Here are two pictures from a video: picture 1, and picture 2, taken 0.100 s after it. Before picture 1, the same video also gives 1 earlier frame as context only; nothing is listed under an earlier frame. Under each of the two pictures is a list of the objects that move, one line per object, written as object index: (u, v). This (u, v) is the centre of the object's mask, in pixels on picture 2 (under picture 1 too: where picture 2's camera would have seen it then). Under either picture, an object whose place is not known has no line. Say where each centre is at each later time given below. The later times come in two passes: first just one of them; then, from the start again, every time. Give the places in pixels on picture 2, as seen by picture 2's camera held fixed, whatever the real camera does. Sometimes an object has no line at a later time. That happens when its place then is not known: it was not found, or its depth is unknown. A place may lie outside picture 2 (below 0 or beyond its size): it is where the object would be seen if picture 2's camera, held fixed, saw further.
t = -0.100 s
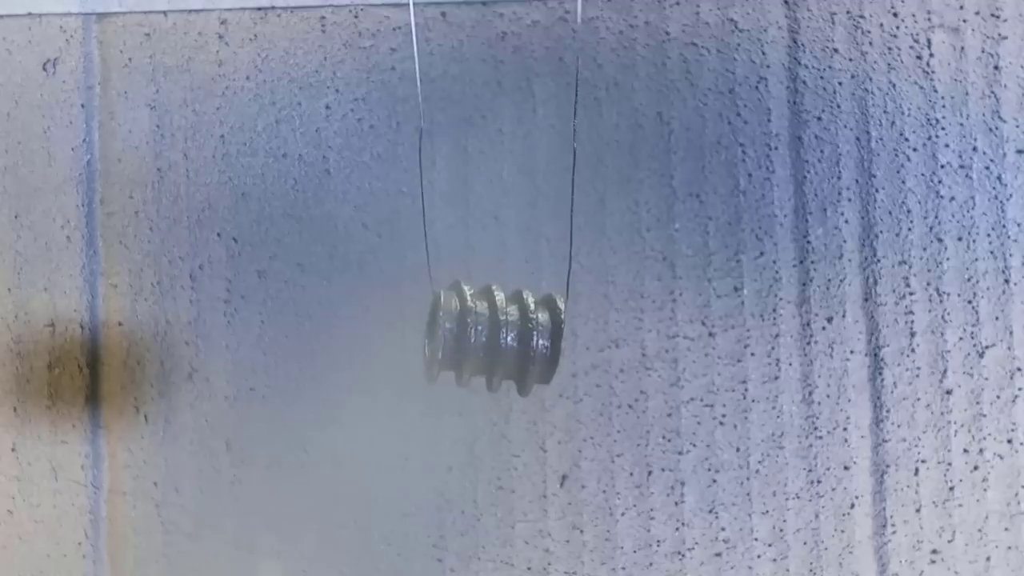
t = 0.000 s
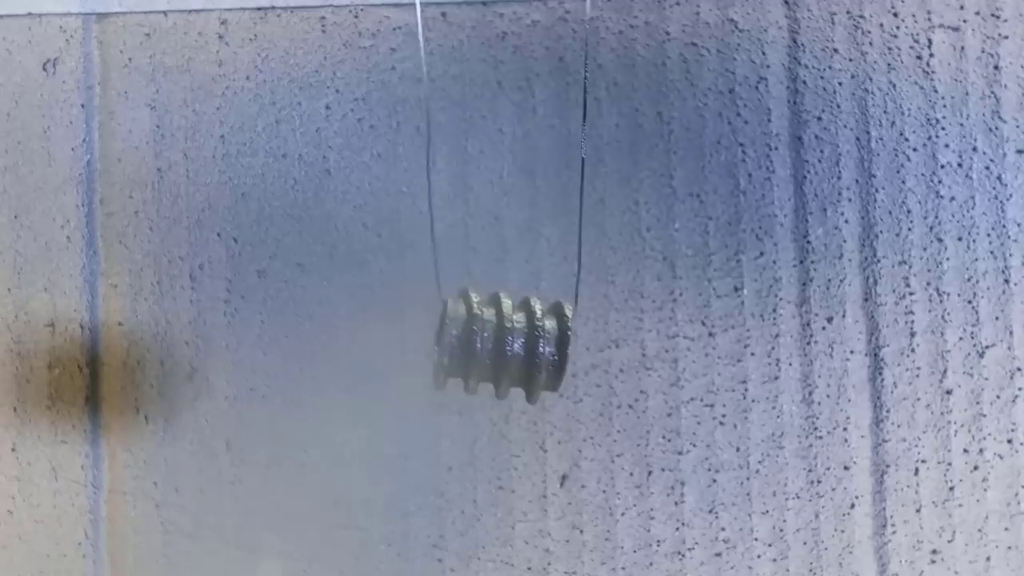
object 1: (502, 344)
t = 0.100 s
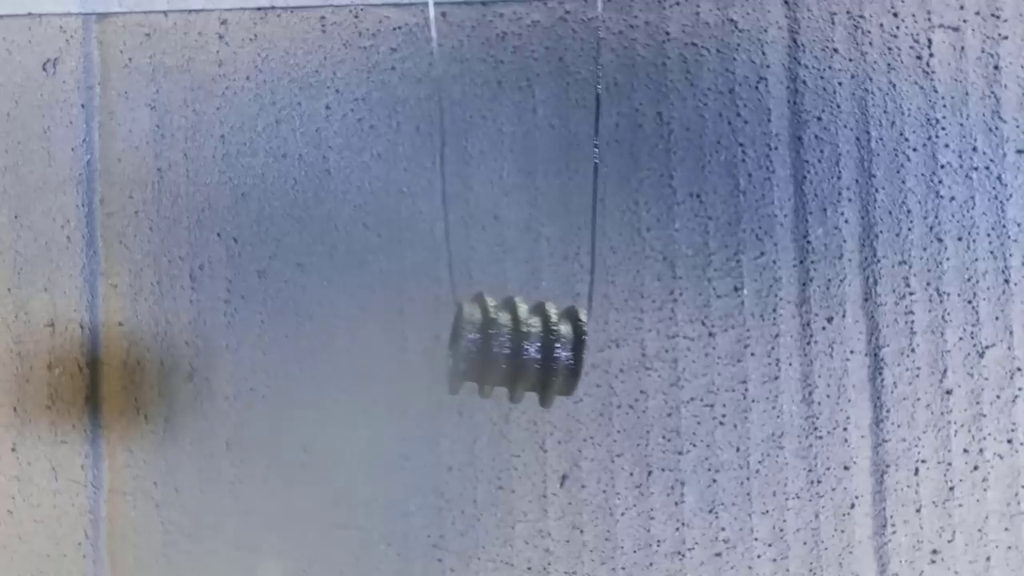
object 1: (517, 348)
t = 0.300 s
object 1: (545, 346)
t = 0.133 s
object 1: (522, 349)
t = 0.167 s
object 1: (527, 349)
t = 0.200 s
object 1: (532, 349)
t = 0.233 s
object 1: (537, 348)
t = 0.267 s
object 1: (541, 347)
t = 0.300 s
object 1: (545, 346)
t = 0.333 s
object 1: (547, 346)
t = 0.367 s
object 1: (549, 345)
